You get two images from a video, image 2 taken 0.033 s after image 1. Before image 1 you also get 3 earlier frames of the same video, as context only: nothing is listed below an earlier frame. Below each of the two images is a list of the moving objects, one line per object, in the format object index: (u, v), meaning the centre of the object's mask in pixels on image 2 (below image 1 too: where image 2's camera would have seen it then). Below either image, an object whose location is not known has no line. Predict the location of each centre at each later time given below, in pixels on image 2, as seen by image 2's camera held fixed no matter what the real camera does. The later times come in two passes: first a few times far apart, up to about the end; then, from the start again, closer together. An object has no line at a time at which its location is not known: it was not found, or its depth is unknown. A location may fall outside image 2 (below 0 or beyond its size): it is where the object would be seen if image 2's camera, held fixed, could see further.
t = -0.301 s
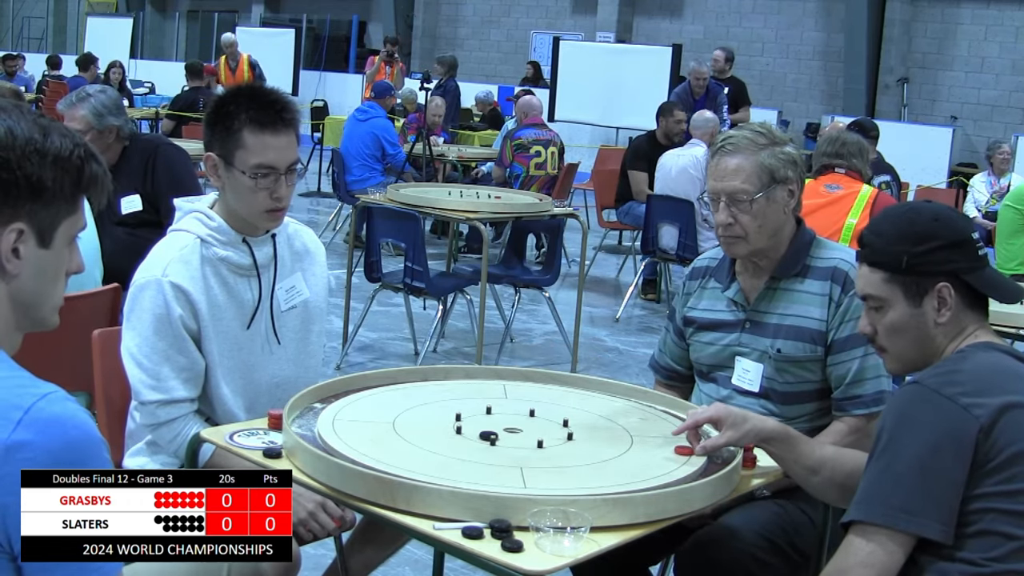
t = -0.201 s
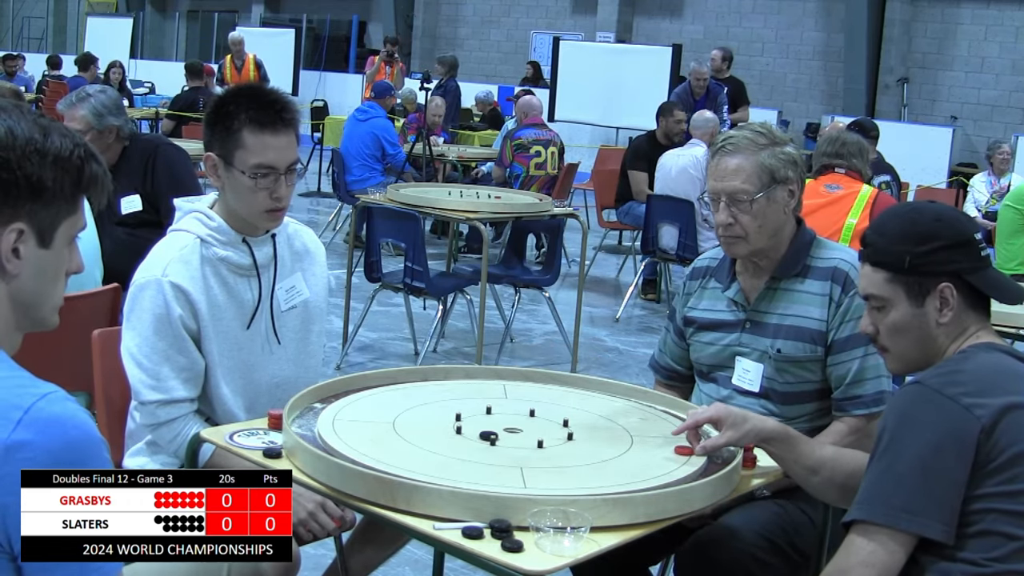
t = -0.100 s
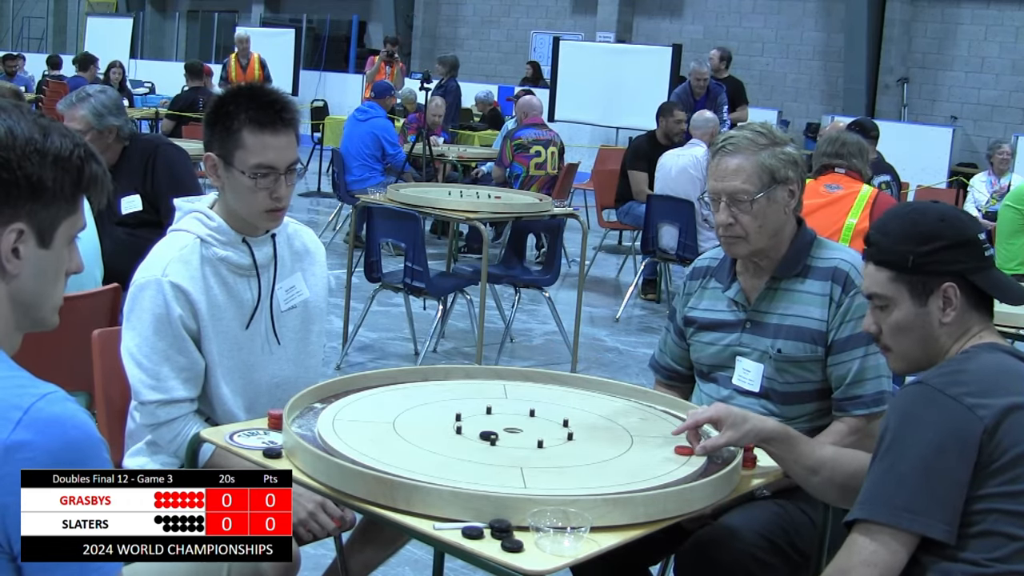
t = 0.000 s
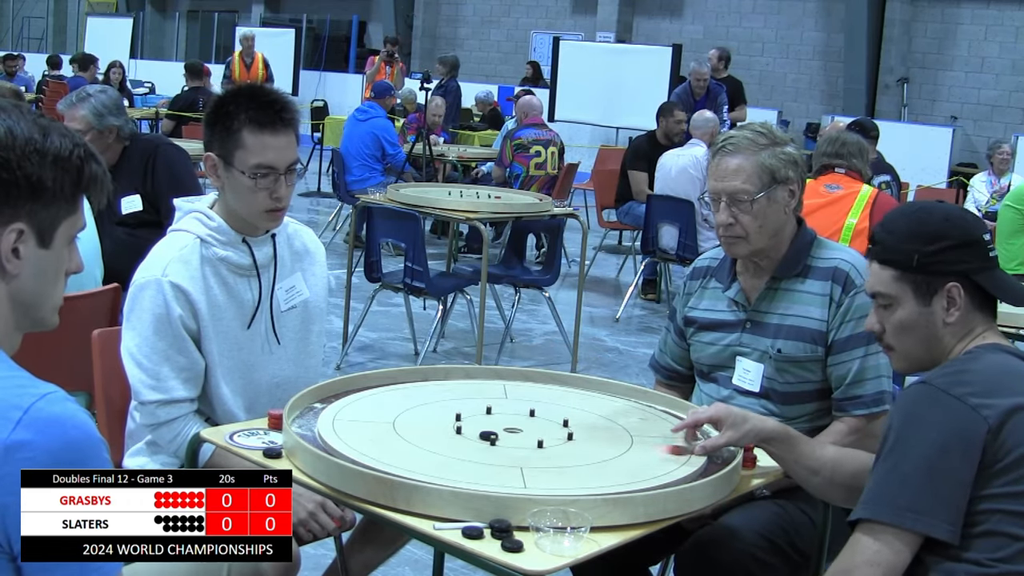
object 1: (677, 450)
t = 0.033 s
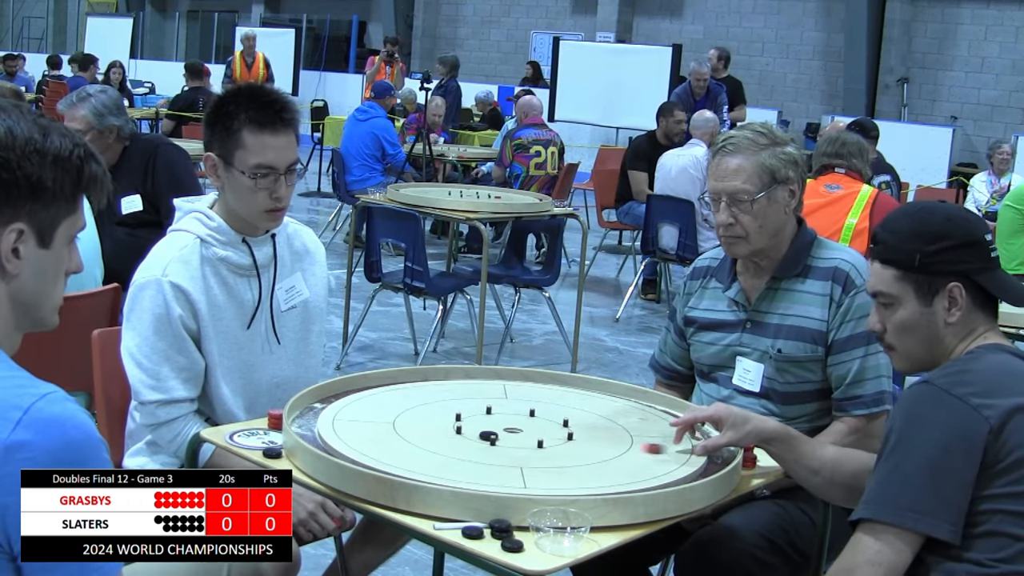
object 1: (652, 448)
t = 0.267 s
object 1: (508, 438)
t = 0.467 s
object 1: (508, 438)
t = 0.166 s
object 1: (566, 442)
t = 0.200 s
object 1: (547, 440)
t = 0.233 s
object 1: (526, 439)
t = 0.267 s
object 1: (508, 438)
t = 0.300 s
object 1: (508, 437)
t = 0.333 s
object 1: (508, 438)
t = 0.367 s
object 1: (508, 438)
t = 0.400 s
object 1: (508, 438)
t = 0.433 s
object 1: (508, 438)
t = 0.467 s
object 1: (508, 438)
